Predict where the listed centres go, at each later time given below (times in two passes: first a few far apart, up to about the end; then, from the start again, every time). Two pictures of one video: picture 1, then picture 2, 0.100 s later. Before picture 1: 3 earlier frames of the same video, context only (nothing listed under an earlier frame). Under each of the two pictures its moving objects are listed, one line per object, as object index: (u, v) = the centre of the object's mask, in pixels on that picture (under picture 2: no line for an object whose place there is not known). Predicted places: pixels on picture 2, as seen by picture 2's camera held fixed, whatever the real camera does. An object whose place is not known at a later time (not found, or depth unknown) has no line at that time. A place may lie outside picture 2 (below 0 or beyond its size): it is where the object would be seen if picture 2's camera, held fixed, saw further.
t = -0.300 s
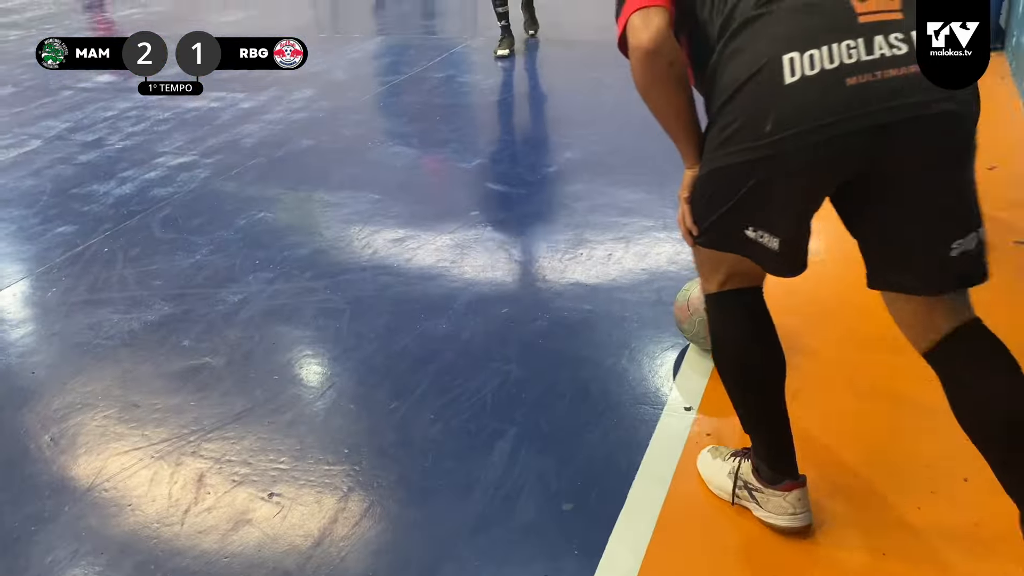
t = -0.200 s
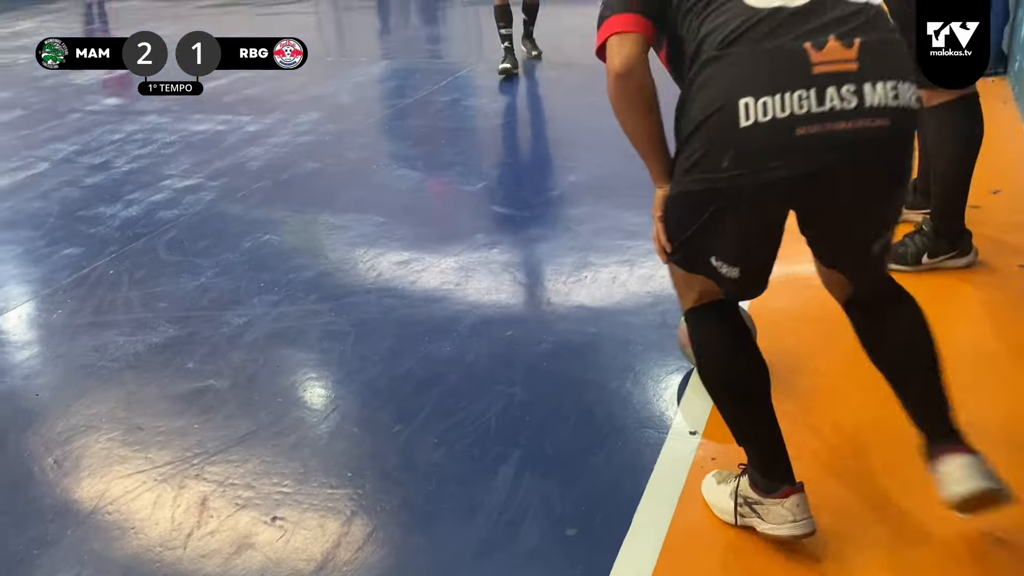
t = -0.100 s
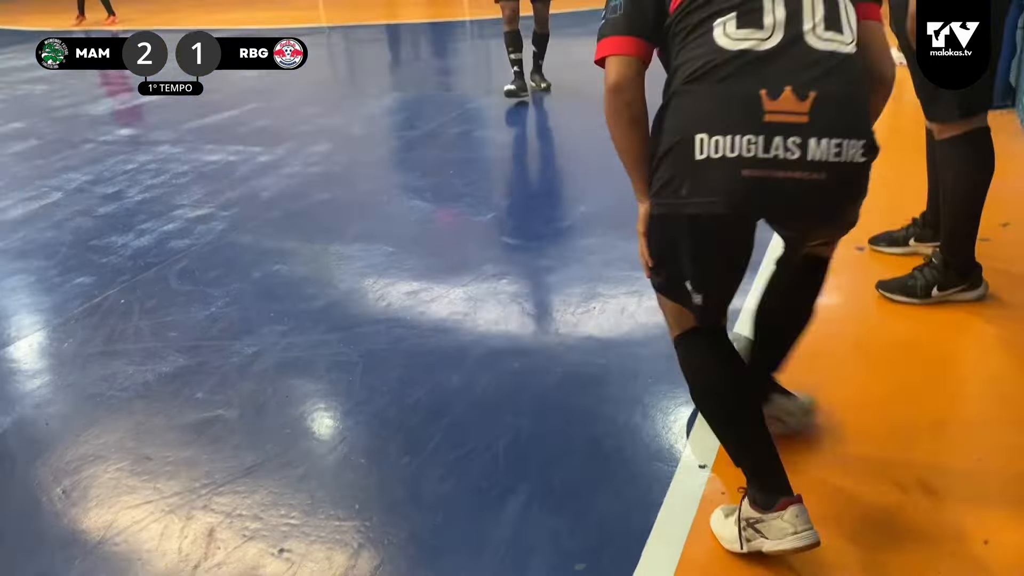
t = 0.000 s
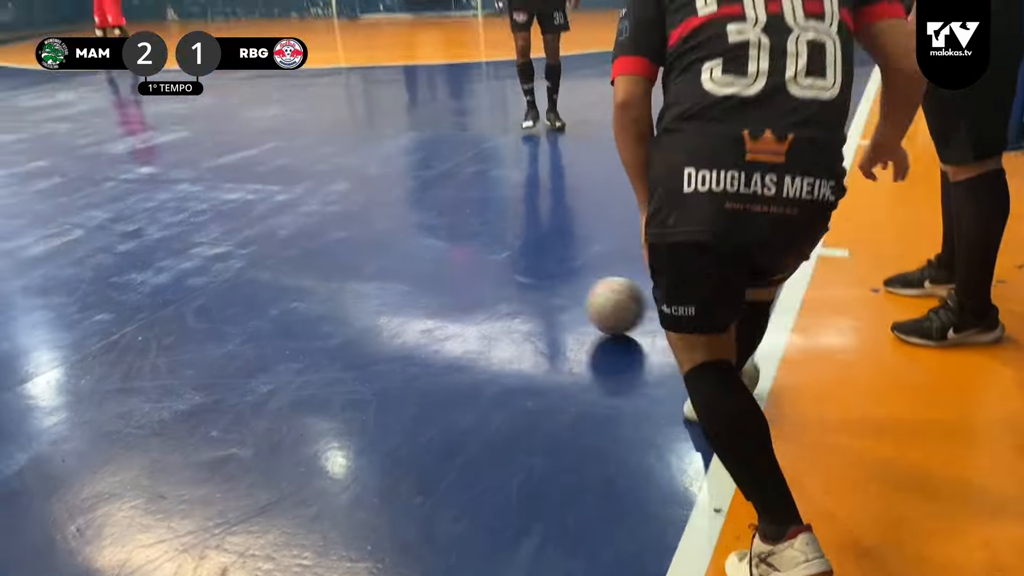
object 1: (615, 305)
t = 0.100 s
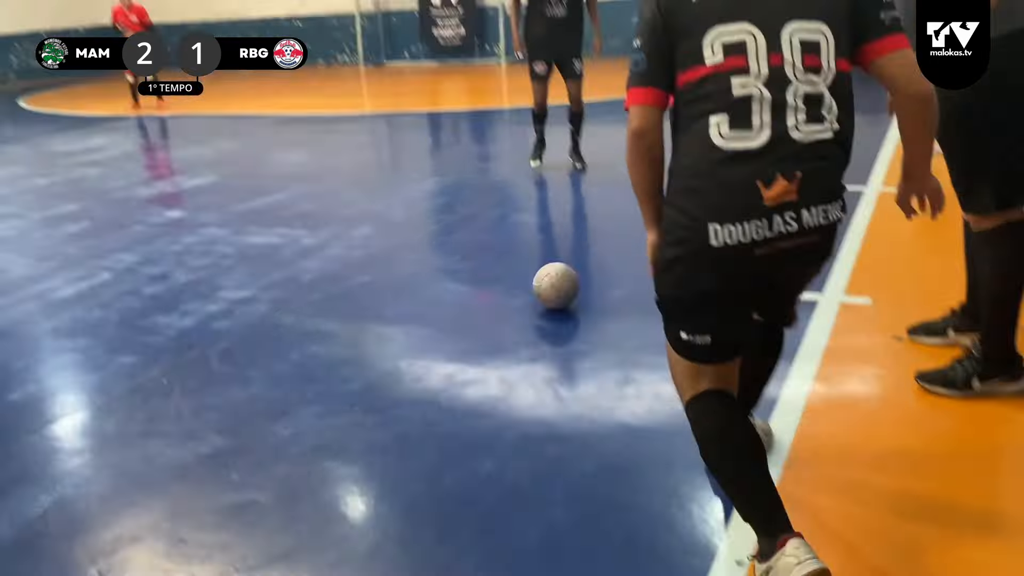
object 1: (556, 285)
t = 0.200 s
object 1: (504, 243)
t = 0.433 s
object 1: (439, 187)
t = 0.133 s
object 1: (536, 270)
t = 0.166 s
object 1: (520, 255)
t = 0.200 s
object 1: (504, 243)
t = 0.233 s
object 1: (491, 232)
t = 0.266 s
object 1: (481, 222)
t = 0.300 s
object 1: (471, 213)
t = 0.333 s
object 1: (462, 206)
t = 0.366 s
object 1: (453, 198)
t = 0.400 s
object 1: (446, 193)
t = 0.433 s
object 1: (439, 187)
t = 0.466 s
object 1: (433, 182)
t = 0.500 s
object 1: (427, 177)
